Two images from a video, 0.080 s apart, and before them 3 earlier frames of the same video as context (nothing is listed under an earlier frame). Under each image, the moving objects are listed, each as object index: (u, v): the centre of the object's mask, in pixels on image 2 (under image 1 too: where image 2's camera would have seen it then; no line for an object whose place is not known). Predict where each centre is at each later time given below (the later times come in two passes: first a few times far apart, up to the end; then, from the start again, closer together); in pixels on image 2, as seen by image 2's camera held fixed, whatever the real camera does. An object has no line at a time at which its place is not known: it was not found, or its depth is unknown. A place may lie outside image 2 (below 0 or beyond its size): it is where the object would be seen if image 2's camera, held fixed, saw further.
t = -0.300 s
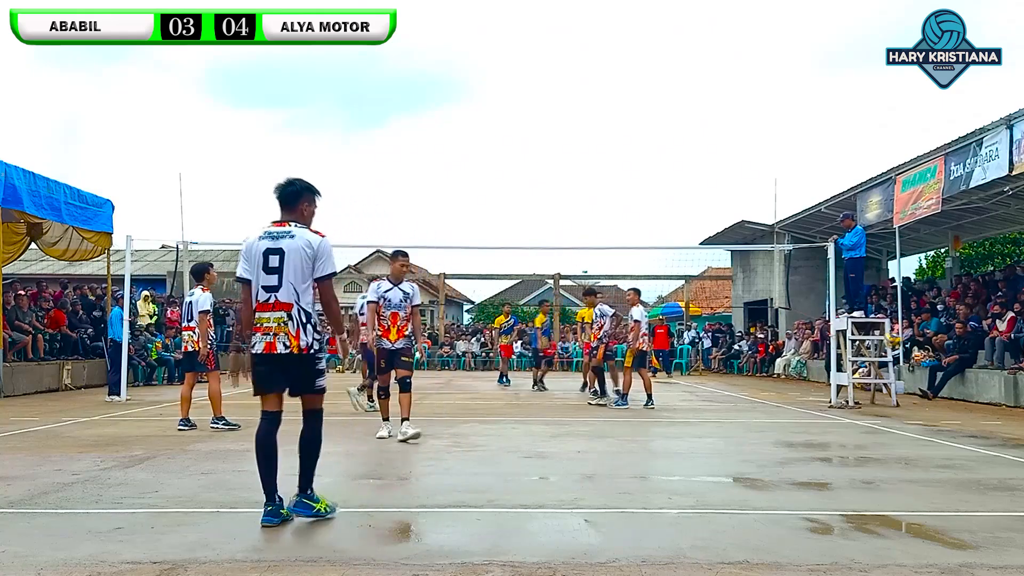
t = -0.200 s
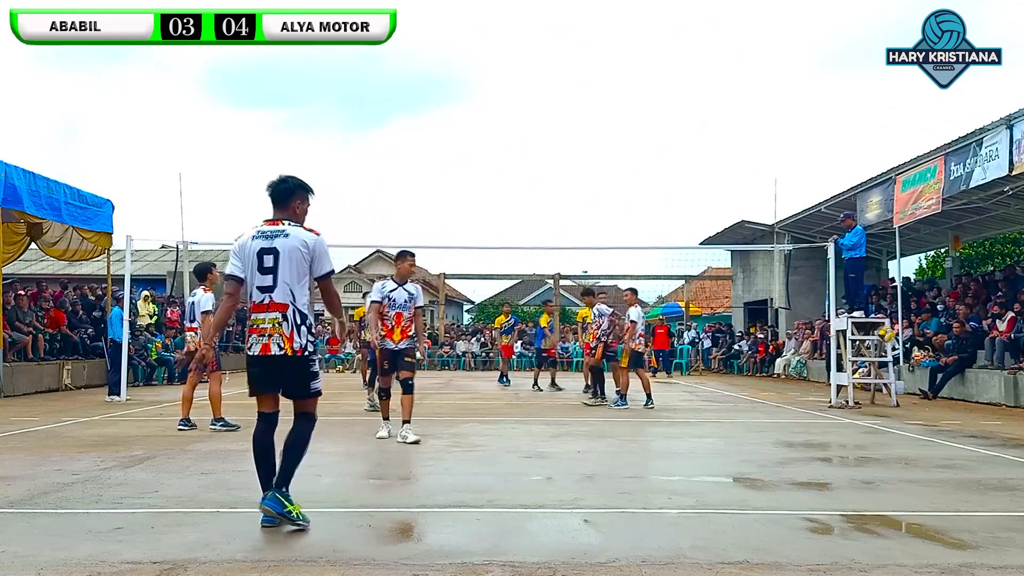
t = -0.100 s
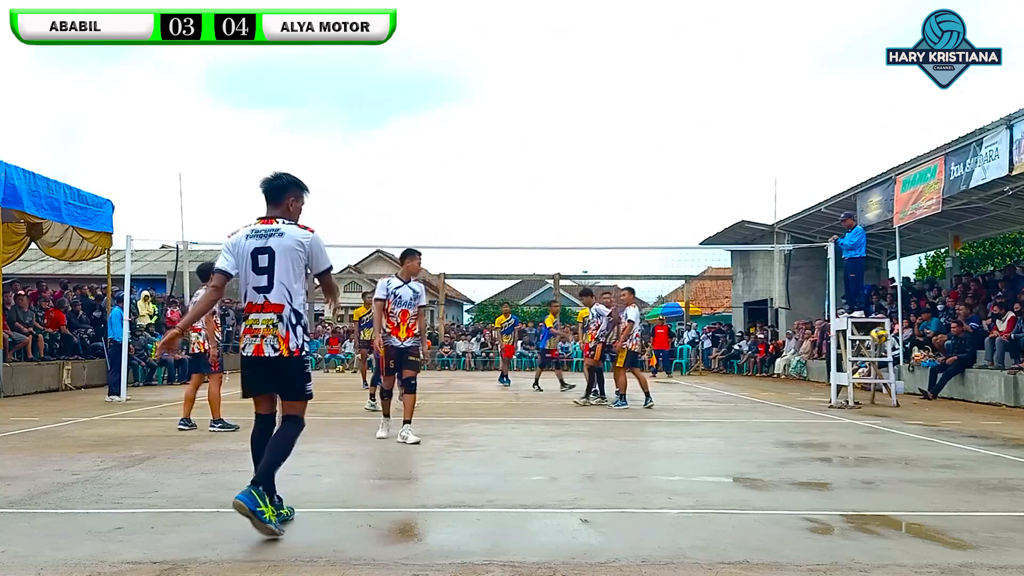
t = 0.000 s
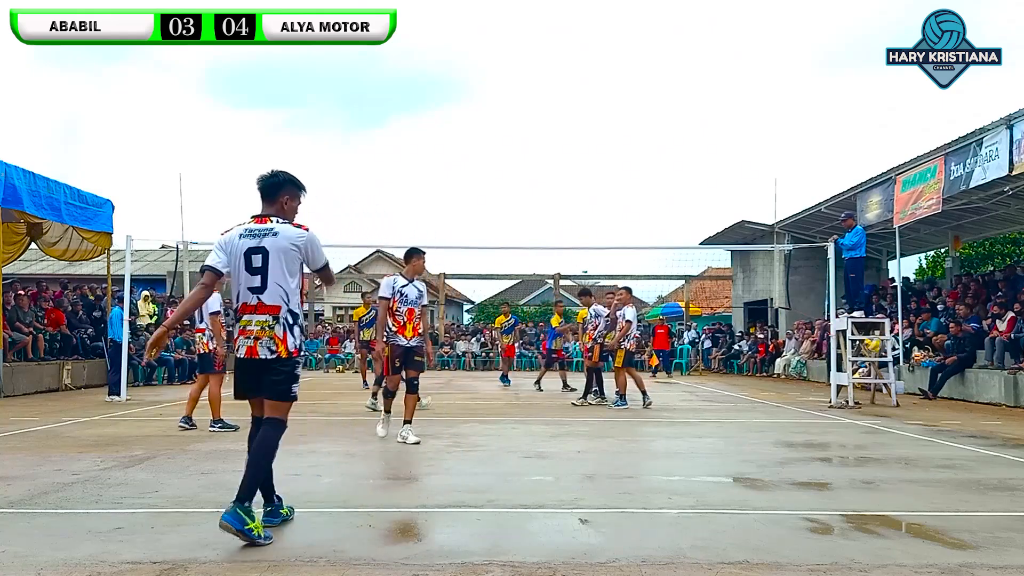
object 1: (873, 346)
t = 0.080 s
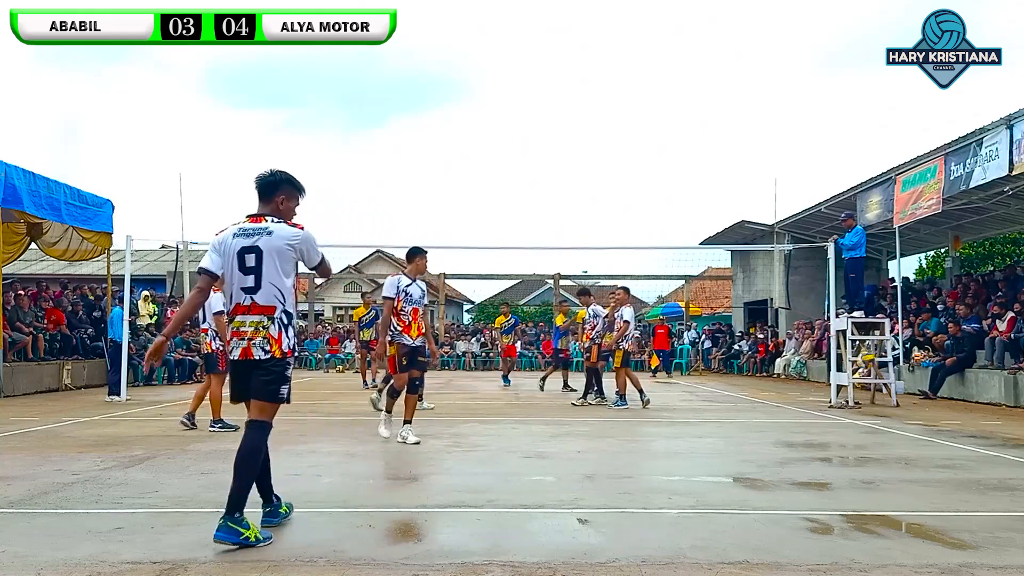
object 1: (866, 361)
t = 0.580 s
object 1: (824, 358)
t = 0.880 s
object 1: (796, 382)
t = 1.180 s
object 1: (765, 390)
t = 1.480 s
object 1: (727, 389)
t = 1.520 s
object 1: (722, 397)
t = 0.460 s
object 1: (836, 371)
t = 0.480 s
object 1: (833, 368)
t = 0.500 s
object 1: (832, 366)
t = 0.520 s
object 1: (830, 364)
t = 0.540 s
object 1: (829, 362)
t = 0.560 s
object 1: (827, 360)
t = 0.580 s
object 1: (824, 358)
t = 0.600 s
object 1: (824, 358)
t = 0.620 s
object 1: (822, 357)
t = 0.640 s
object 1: (820, 357)
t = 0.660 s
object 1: (817, 357)
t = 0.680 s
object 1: (816, 358)
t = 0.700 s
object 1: (814, 358)
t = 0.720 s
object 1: (810, 359)
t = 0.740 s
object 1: (810, 360)
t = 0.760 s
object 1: (807, 364)
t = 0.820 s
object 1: (802, 371)
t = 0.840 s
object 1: (800, 374)
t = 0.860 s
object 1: (798, 379)
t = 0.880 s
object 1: (796, 382)
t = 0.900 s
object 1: (795, 387)
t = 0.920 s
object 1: (793, 392)
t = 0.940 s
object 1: (791, 397)
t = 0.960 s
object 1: (788, 406)
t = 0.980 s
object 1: (787, 409)
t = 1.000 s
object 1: (785, 417)
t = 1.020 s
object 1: (783, 420)
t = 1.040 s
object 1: (781, 421)
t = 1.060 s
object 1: (778, 413)
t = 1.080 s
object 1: (776, 409)
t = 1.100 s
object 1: (774, 405)
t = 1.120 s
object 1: (771, 400)
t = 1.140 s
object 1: (769, 397)
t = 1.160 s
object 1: (766, 393)
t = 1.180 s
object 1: (765, 390)
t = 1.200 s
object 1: (762, 386)
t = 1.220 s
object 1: (759, 385)
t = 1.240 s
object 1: (757, 383)
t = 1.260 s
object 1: (754, 381)
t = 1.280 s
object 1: (753, 380)
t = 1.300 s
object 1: (750, 379)
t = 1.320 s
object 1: (748, 379)
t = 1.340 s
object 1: (745, 379)
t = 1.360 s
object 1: (741, 379)
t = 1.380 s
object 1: (740, 380)
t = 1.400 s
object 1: (737, 381)
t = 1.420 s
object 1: (735, 382)
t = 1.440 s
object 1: (732, 384)
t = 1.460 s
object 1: (729, 386)
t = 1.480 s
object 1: (727, 389)
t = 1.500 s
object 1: (723, 394)
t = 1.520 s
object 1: (722, 397)
